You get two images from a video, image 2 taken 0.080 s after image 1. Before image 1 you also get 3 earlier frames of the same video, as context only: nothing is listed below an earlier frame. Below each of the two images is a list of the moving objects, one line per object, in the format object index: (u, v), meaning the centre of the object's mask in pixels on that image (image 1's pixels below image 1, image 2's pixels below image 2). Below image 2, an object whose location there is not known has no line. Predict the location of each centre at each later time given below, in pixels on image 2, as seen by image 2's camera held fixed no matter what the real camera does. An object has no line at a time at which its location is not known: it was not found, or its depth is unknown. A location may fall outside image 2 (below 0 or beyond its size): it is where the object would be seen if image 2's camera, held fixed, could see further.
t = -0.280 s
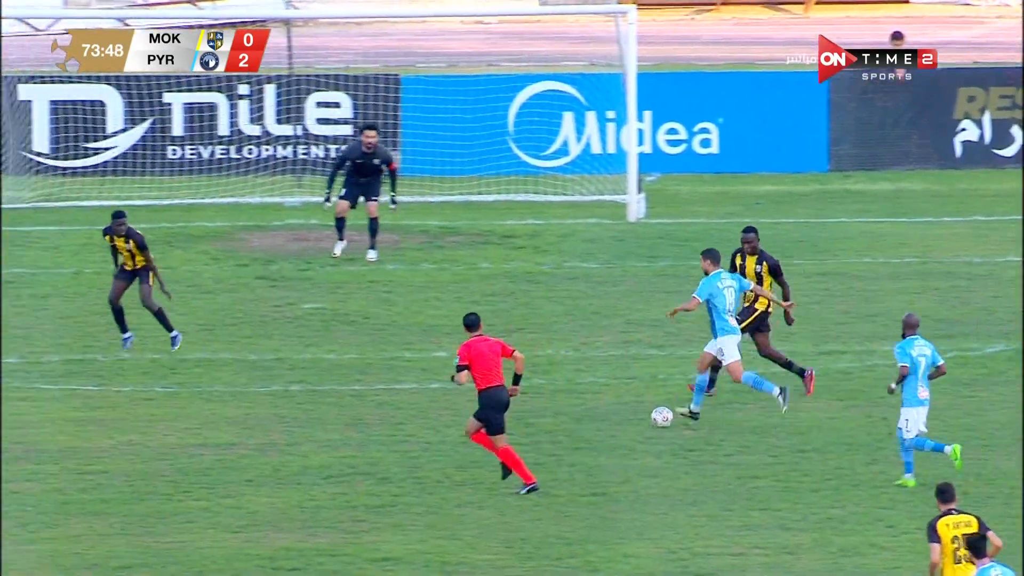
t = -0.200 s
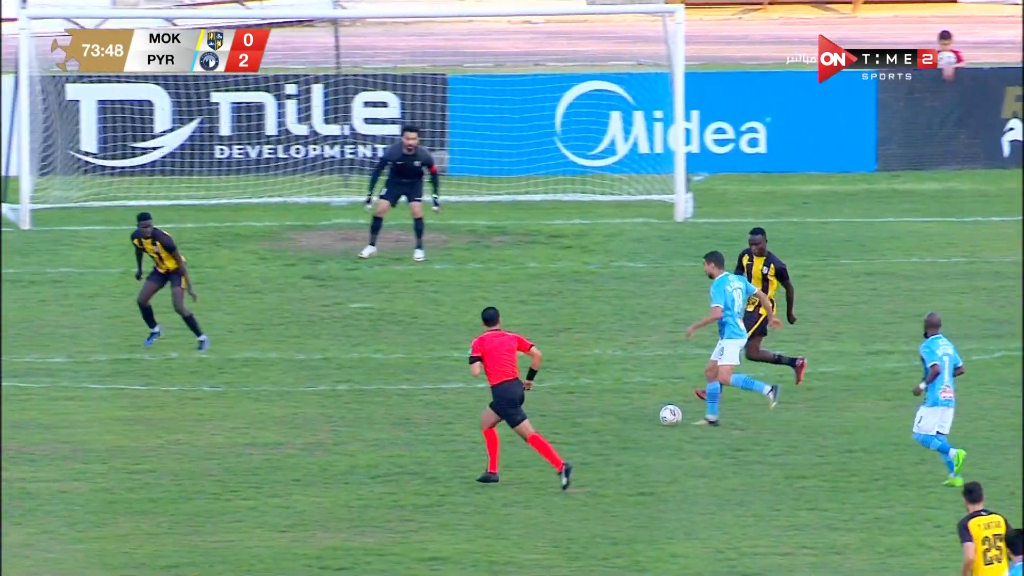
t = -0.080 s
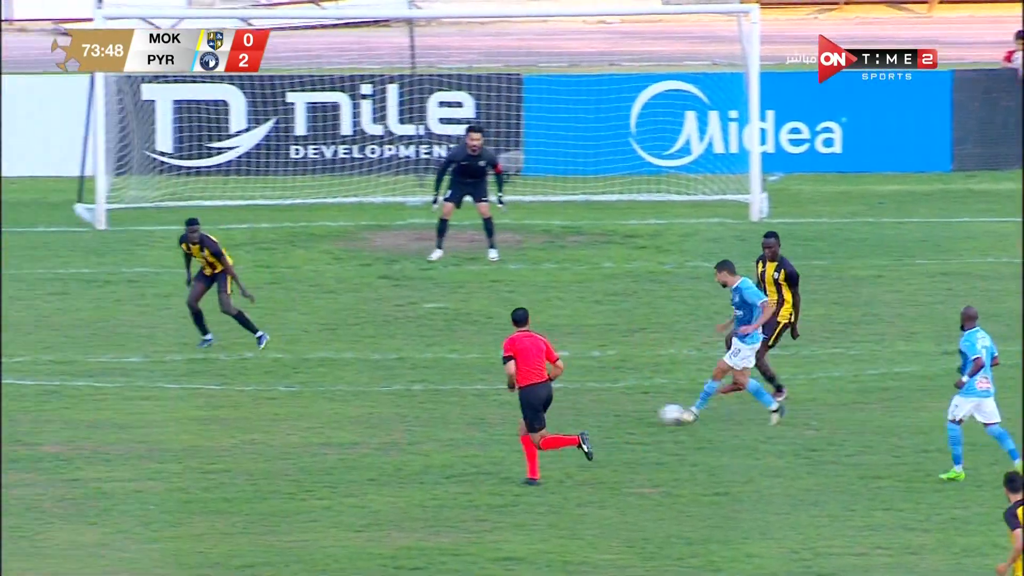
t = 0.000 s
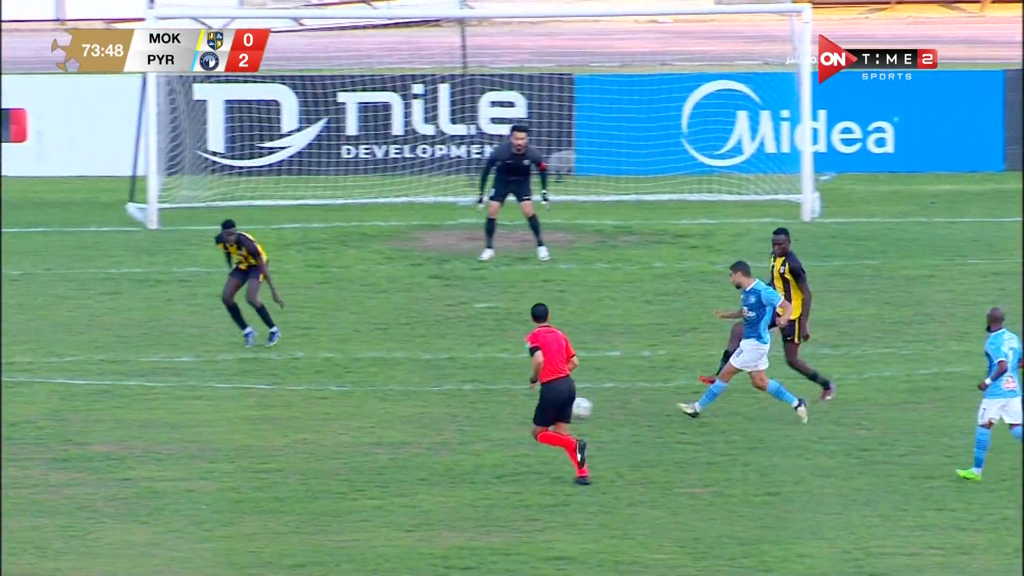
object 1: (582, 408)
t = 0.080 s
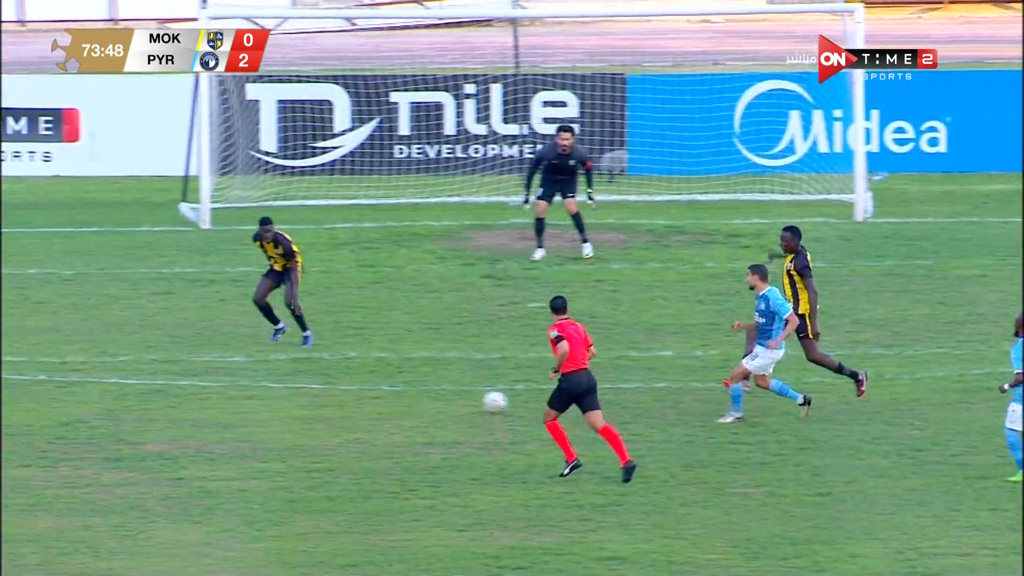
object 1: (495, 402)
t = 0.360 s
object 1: (66, 392)
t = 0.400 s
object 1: (11, 390)
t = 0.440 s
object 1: (-43, 387)
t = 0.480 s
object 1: (-98, 386)
